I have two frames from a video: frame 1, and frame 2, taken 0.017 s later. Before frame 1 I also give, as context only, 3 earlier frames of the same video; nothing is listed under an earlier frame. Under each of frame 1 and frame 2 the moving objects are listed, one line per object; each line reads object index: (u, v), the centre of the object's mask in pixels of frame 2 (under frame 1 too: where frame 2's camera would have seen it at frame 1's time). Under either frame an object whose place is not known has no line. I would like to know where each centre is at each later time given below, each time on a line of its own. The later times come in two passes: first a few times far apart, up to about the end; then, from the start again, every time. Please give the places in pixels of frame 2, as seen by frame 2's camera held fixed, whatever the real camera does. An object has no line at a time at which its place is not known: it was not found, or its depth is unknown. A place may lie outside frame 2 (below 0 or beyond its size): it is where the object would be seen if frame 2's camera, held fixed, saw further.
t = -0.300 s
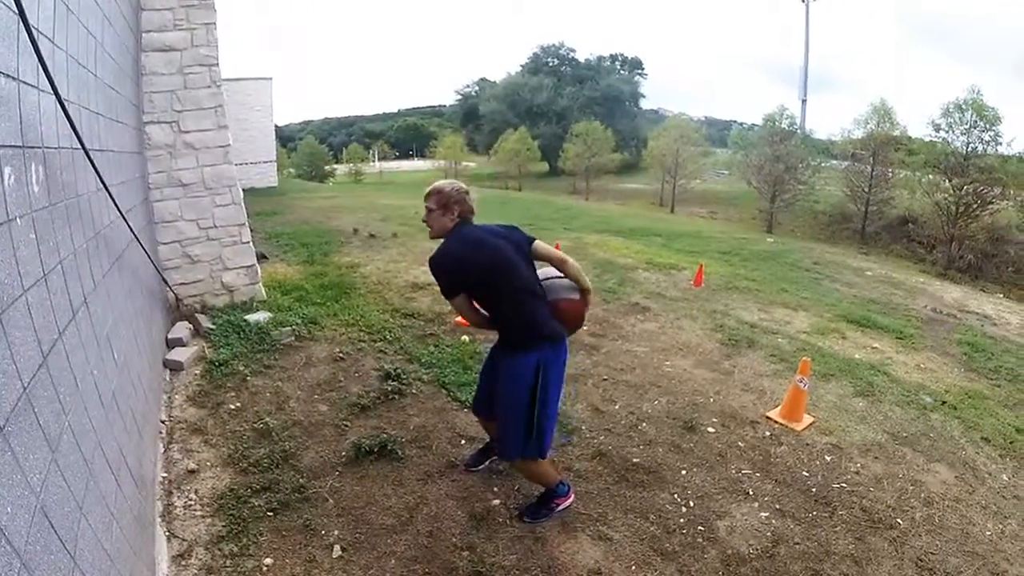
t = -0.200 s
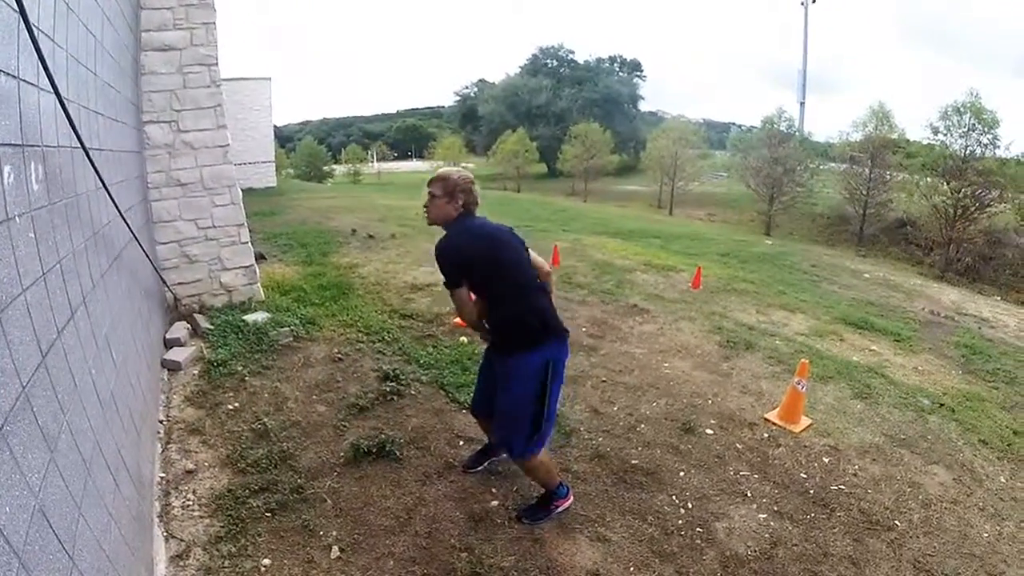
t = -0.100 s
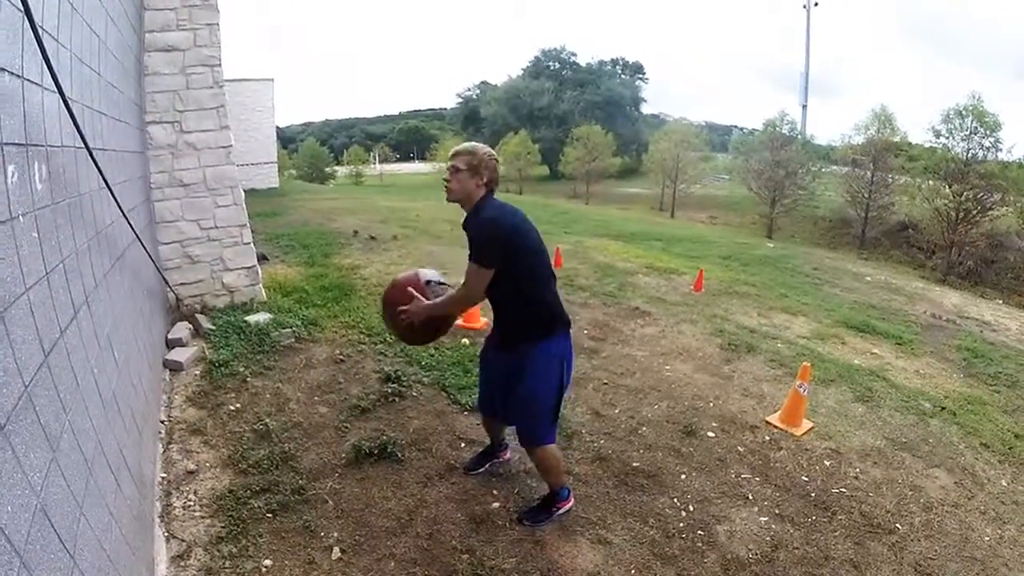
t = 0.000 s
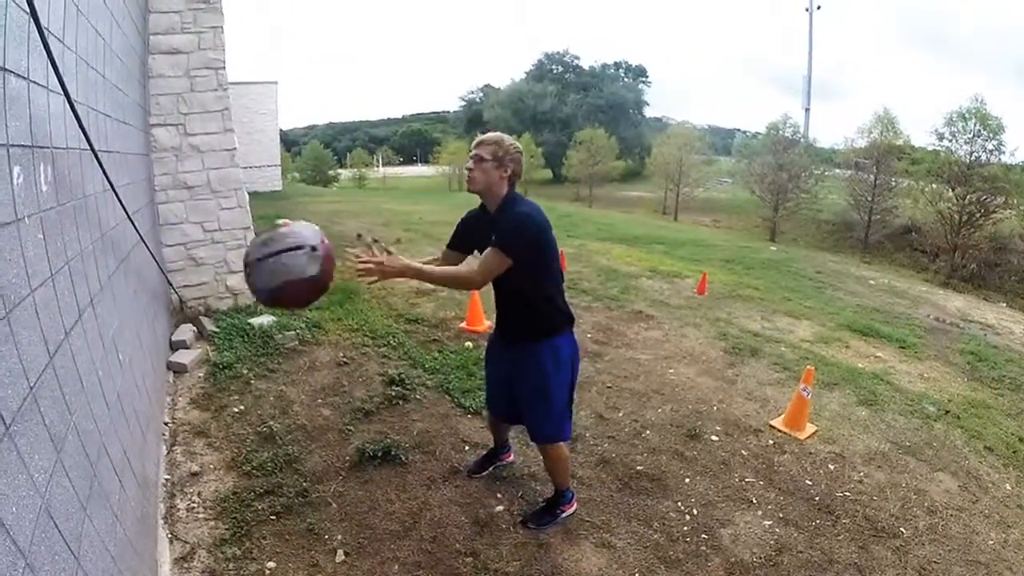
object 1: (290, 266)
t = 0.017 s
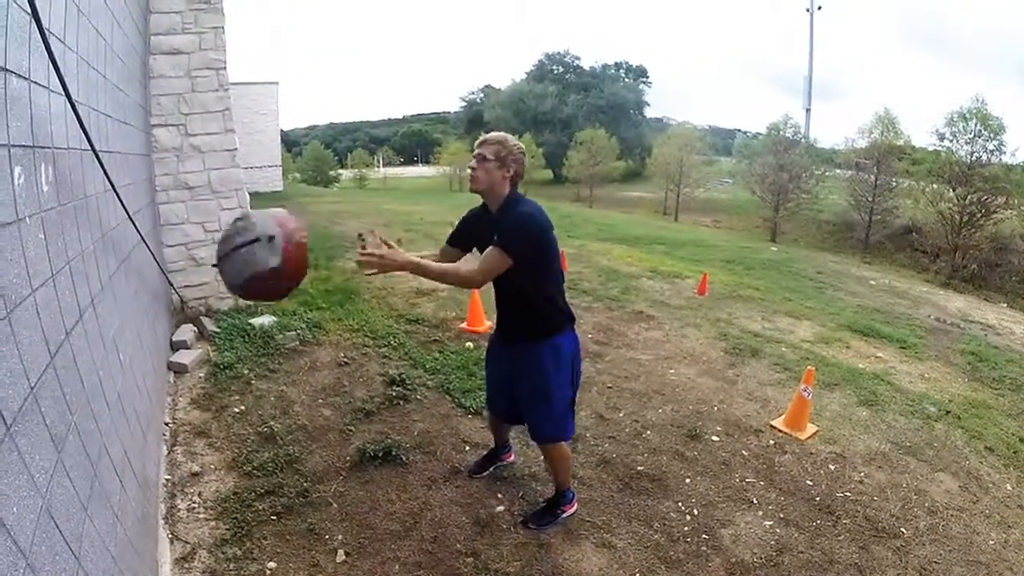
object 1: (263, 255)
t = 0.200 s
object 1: (112, 145)
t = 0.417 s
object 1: (315, 95)
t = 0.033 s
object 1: (236, 246)
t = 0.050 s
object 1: (207, 236)
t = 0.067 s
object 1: (177, 226)
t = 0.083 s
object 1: (145, 216)
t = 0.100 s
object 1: (111, 209)
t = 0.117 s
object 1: (79, 201)
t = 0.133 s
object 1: (68, 193)
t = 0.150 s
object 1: (77, 181)
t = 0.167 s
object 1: (90, 168)
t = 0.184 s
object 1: (100, 157)
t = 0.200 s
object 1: (112, 145)
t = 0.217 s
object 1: (124, 135)
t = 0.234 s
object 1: (137, 127)
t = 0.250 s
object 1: (152, 118)
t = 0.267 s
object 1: (165, 112)
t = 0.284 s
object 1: (179, 106)
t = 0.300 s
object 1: (196, 100)
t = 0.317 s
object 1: (213, 96)
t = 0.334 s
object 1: (228, 94)
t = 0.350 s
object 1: (244, 92)
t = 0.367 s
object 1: (261, 91)
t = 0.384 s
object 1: (278, 90)
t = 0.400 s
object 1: (296, 92)
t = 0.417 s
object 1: (315, 95)
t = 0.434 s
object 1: (335, 98)
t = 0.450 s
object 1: (352, 103)
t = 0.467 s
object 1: (370, 109)
